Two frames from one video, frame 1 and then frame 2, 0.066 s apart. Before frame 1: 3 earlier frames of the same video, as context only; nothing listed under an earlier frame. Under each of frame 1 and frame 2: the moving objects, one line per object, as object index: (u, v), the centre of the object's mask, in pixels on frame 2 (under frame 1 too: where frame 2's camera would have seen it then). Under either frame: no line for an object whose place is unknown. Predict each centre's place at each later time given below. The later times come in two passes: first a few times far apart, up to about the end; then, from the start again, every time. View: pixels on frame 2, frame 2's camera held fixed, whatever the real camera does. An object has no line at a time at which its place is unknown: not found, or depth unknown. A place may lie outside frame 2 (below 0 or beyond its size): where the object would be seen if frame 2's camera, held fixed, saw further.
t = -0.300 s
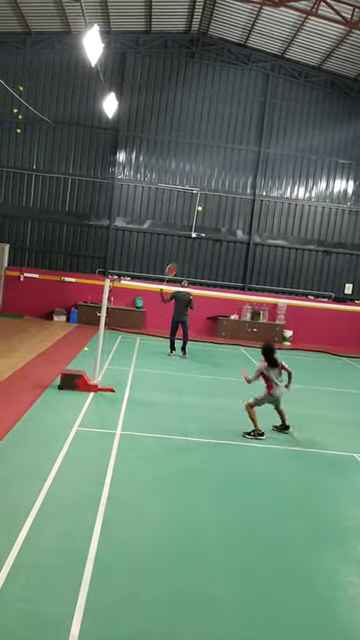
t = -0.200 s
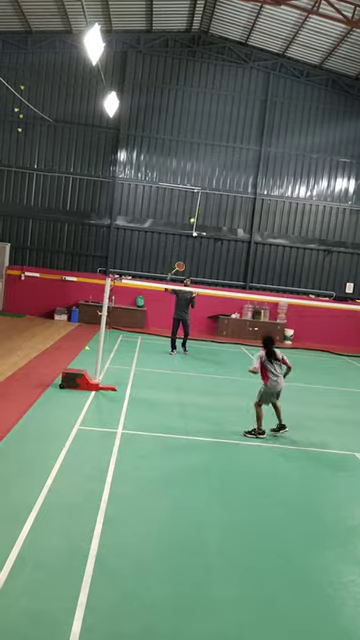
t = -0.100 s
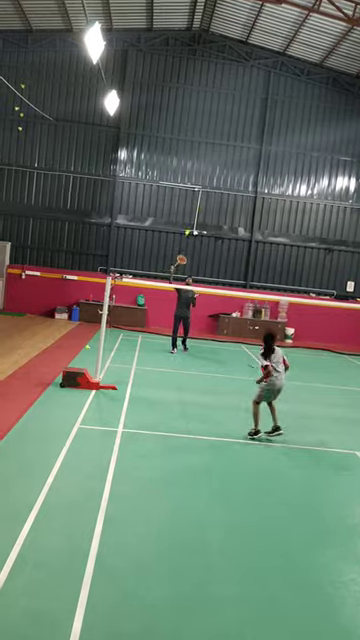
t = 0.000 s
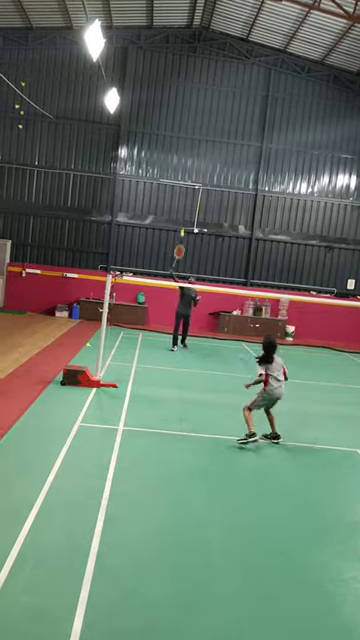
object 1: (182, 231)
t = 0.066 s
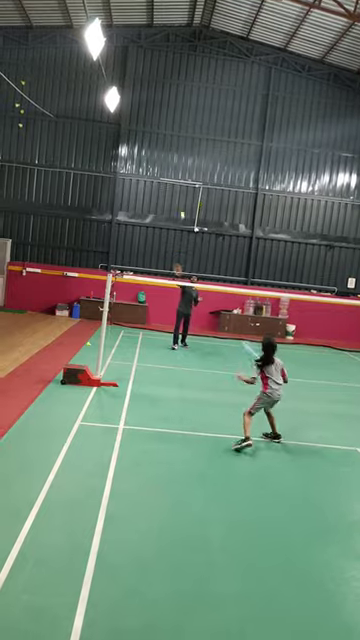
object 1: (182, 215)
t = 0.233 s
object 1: (177, 194)
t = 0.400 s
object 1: (169, 197)
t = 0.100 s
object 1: (180, 206)
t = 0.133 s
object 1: (179, 204)
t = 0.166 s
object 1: (178, 200)
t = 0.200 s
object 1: (178, 197)
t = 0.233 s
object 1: (177, 194)
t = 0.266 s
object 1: (174, 193)
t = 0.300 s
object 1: (173, 193)
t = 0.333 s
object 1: (171, 193)
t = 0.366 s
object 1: (170, 195)
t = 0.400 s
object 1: (169, 197)
